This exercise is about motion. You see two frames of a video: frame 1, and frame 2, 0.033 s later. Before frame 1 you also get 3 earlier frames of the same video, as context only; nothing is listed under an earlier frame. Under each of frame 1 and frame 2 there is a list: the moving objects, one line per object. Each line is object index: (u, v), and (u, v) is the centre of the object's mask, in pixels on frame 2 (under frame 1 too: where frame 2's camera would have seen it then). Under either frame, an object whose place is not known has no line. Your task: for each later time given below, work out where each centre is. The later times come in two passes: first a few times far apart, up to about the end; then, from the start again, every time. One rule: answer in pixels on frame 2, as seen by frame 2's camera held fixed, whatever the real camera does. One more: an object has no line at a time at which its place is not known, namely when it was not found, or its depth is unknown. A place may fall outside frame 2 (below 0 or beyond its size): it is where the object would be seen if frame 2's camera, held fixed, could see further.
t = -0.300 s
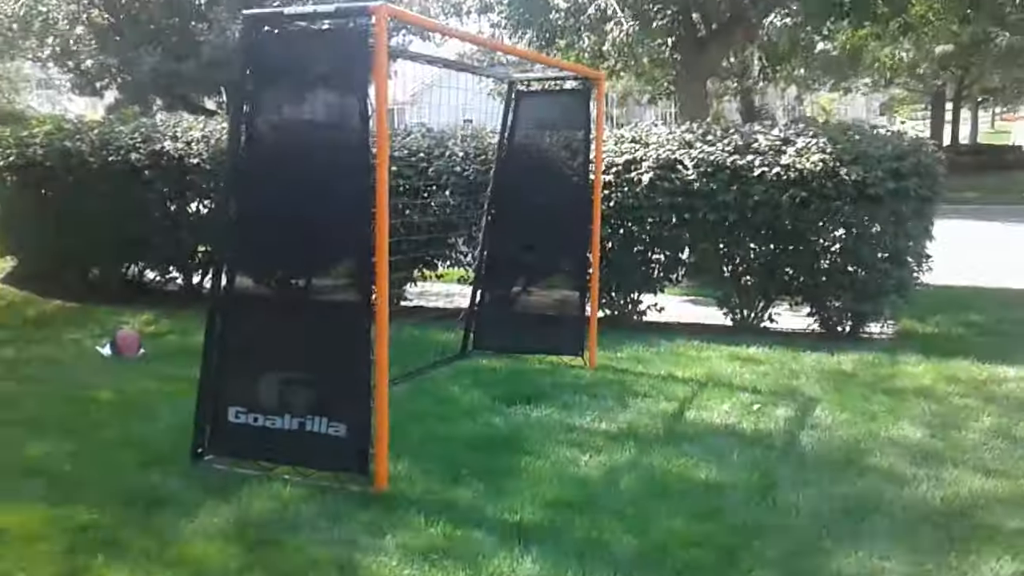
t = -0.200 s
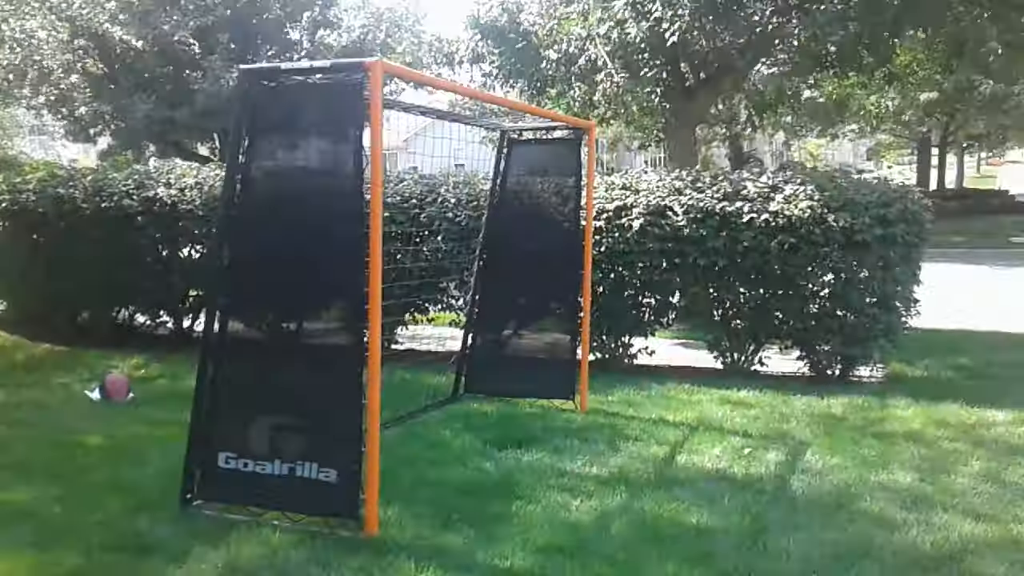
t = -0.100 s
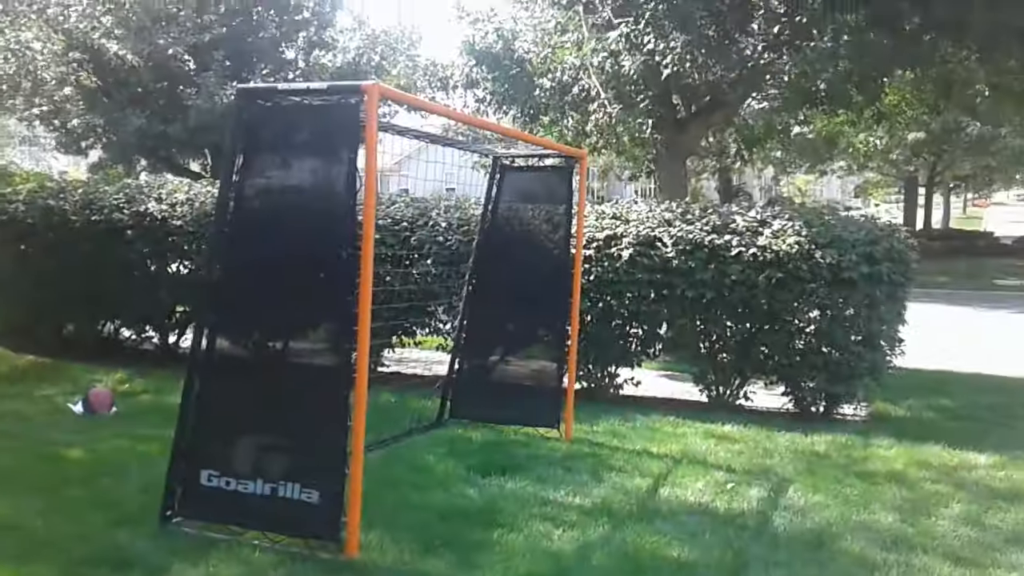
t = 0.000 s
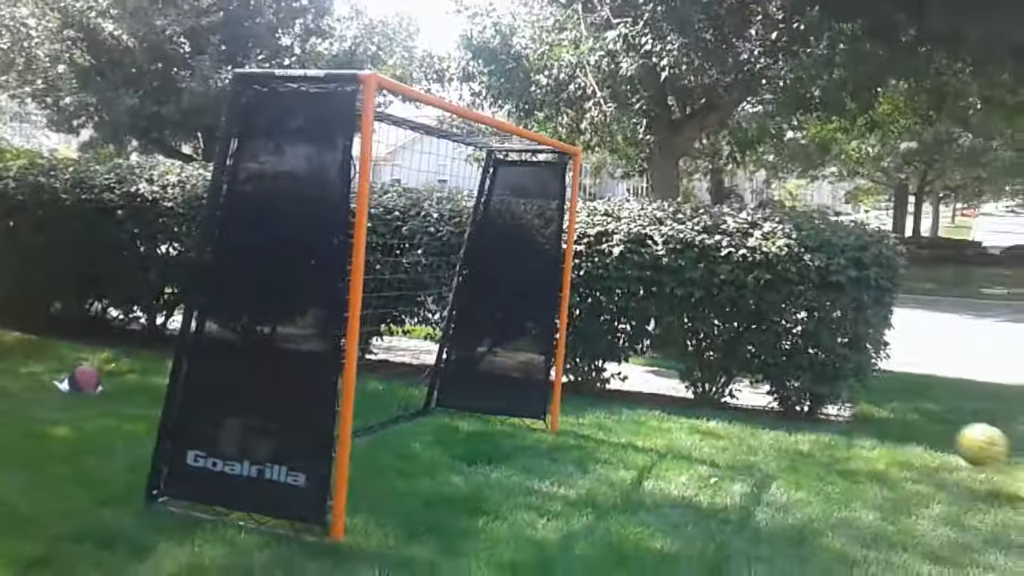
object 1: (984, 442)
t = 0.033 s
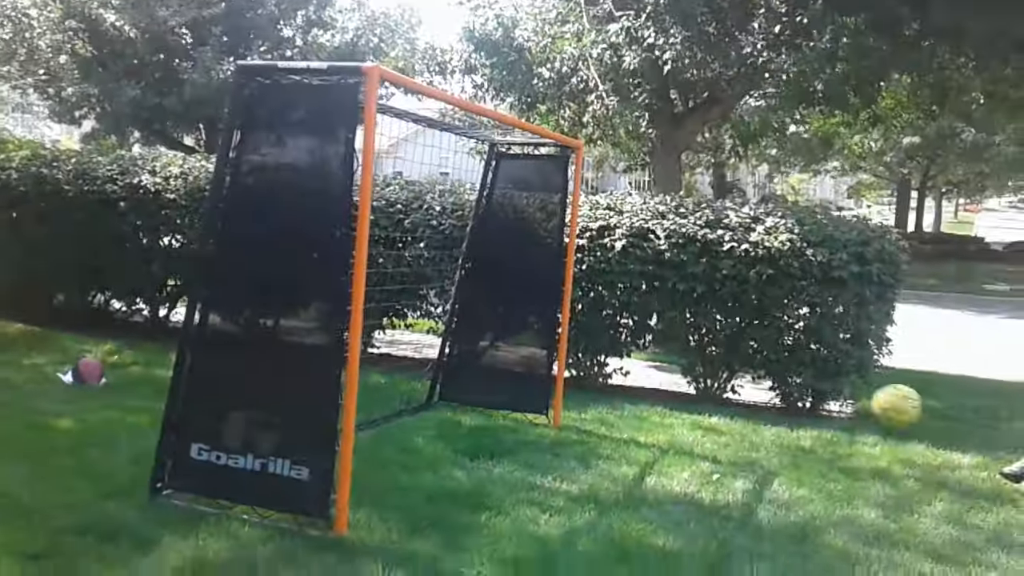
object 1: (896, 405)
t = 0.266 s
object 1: (413, 238)
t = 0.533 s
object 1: (566, 473)
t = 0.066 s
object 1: (812, 372)
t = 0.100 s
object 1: (731, 339)
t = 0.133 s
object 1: (654, 311)
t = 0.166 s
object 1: (582, 286)
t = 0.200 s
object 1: (513, 264)
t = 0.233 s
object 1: (449, 245)
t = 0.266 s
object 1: (413, 238)
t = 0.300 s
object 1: (416, 249)
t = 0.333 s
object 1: (433, 270)
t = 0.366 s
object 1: (450, 292)
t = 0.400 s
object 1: (470, 319)
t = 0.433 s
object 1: (492, 350)
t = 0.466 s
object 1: (514, 385)
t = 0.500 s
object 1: (539, 425)
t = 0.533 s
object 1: (566, 473)
